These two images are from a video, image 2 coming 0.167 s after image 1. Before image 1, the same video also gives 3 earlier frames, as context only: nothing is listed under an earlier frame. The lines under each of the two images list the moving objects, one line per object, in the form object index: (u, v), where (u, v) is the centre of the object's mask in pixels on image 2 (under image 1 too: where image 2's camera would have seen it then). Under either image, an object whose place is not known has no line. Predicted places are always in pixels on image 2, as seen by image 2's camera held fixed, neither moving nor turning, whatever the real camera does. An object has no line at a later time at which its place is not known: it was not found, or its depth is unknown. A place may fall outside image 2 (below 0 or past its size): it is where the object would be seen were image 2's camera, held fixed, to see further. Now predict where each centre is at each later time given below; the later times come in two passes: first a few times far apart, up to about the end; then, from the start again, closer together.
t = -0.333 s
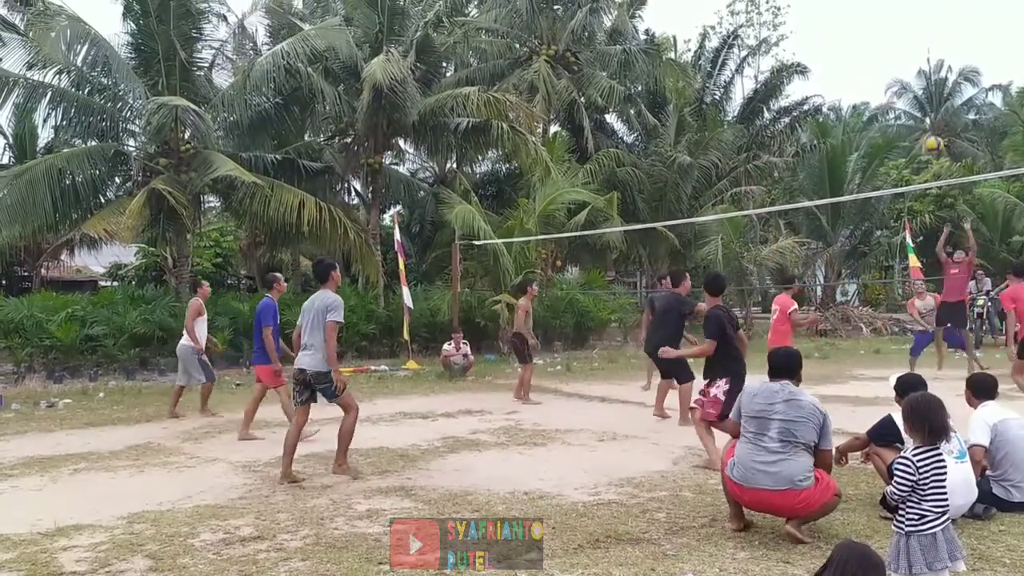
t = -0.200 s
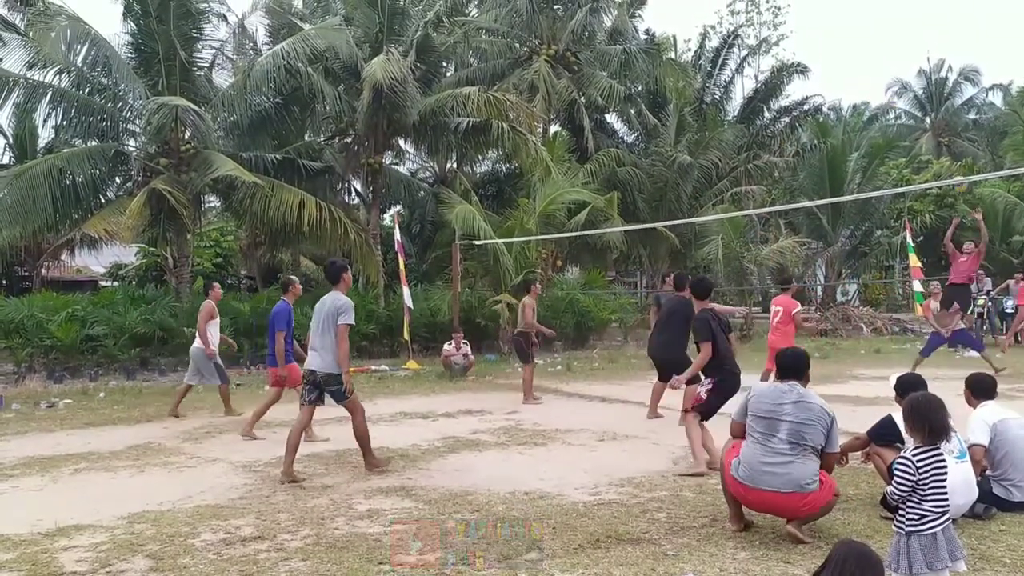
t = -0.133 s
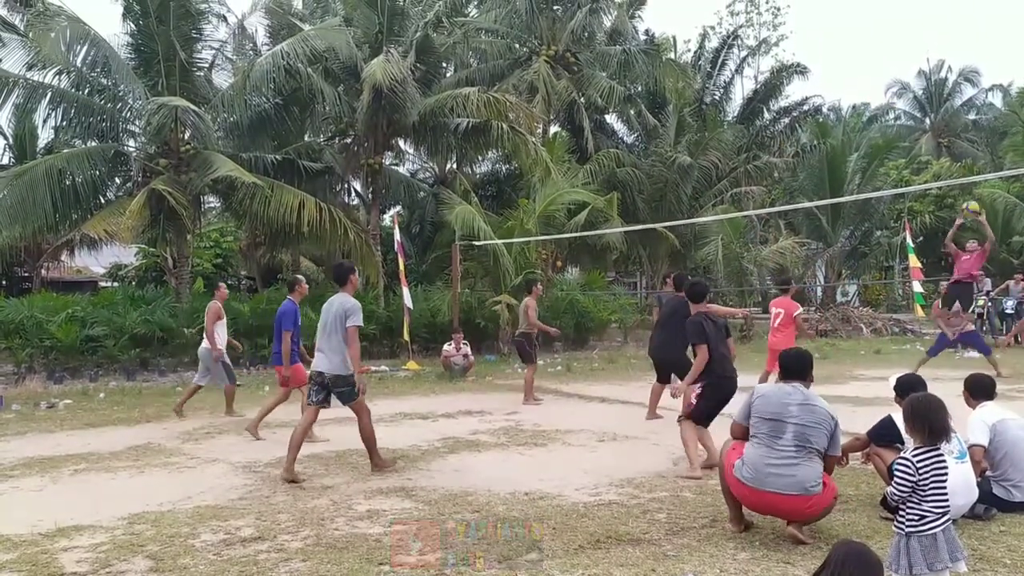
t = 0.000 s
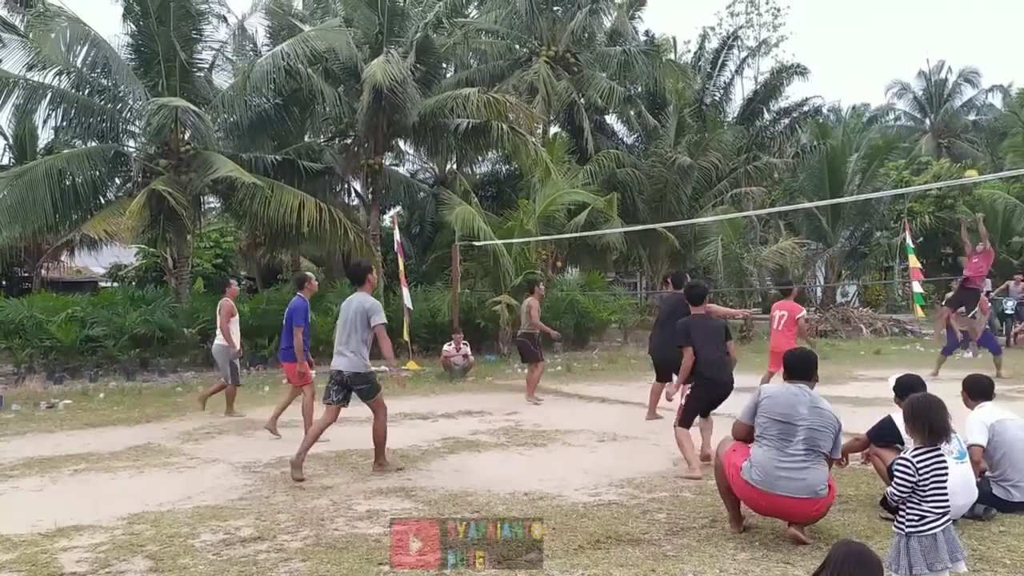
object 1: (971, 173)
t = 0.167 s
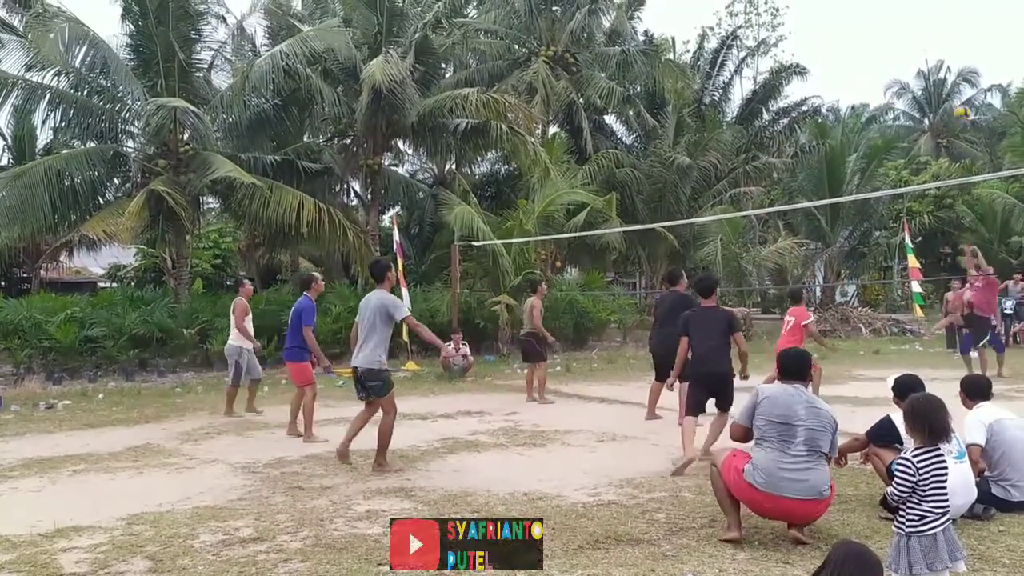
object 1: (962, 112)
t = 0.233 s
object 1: (959, 93)
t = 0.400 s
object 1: (953, 56)
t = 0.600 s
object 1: (946, 39)
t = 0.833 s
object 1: (939, 55)
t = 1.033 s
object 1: (934, 101)
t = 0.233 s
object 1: (959, 93)
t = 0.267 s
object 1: (957, 84)
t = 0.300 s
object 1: (955, 77)
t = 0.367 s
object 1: (954, 62)
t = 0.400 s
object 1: (953, 56)
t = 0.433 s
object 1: (951, 51)
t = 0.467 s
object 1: (950, 47)
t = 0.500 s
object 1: (949, 44)
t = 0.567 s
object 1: (947, 40)
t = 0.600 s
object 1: (946, 39)
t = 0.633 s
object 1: (945, 38)
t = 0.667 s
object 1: (944, 39)
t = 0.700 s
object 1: (943, 41)
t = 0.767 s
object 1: (941, 46)
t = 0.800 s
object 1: (940, 50)
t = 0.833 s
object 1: (939, 55)
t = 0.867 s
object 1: (938, 61)
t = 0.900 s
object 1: (937, 67)
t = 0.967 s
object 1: (935, 82)
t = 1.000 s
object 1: (934, 91)
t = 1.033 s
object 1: (934, 101)
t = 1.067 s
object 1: (933, 112)
